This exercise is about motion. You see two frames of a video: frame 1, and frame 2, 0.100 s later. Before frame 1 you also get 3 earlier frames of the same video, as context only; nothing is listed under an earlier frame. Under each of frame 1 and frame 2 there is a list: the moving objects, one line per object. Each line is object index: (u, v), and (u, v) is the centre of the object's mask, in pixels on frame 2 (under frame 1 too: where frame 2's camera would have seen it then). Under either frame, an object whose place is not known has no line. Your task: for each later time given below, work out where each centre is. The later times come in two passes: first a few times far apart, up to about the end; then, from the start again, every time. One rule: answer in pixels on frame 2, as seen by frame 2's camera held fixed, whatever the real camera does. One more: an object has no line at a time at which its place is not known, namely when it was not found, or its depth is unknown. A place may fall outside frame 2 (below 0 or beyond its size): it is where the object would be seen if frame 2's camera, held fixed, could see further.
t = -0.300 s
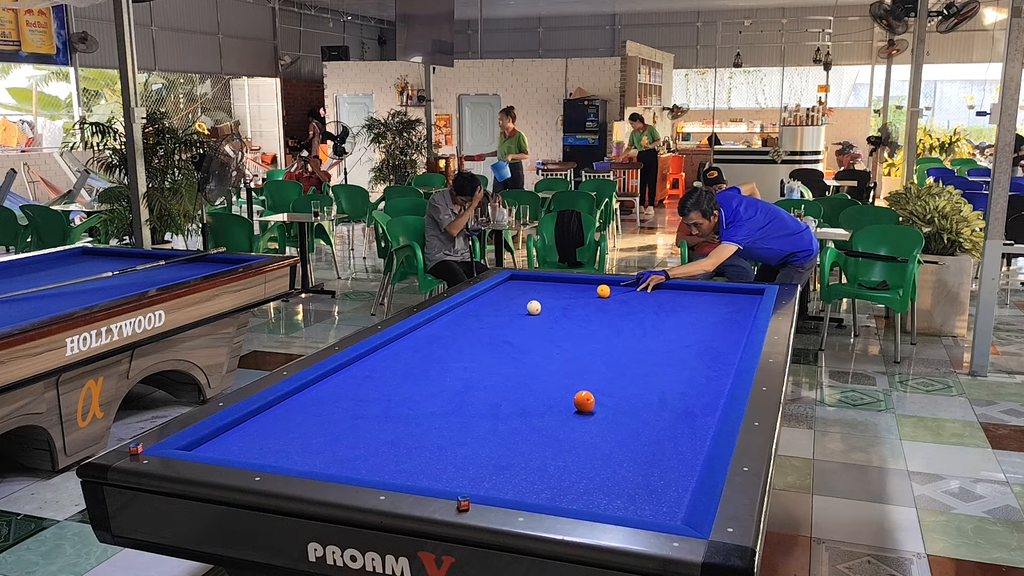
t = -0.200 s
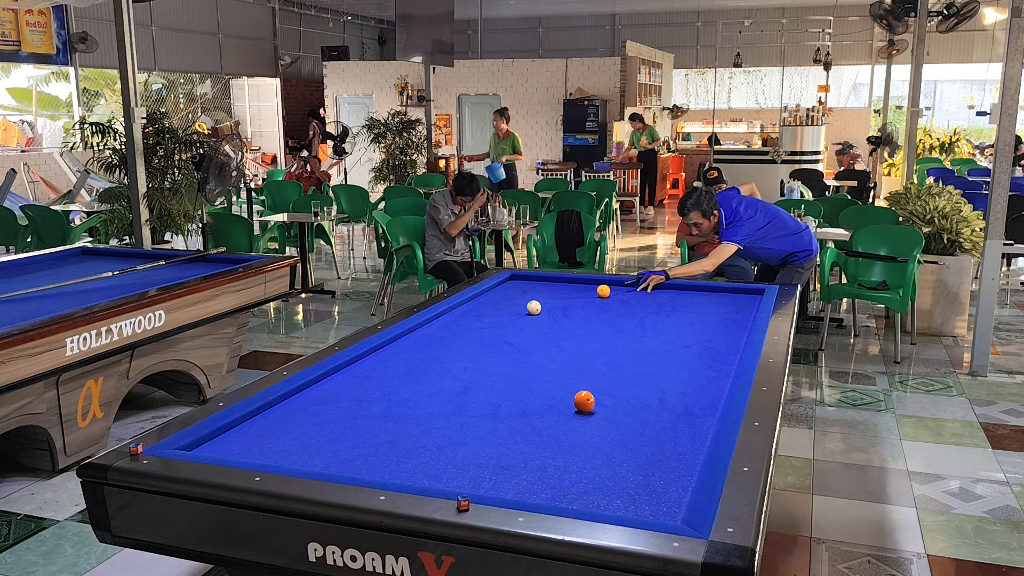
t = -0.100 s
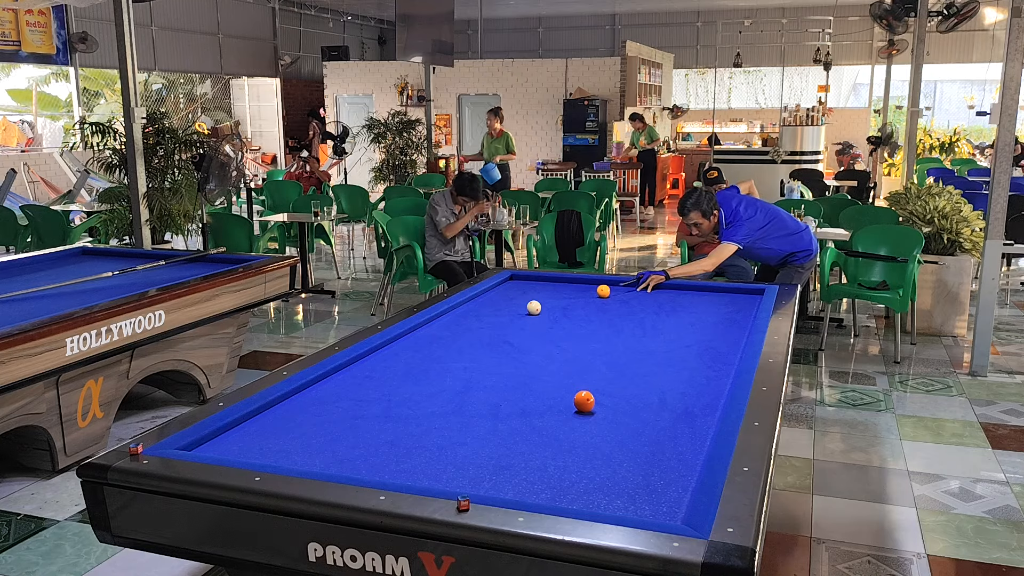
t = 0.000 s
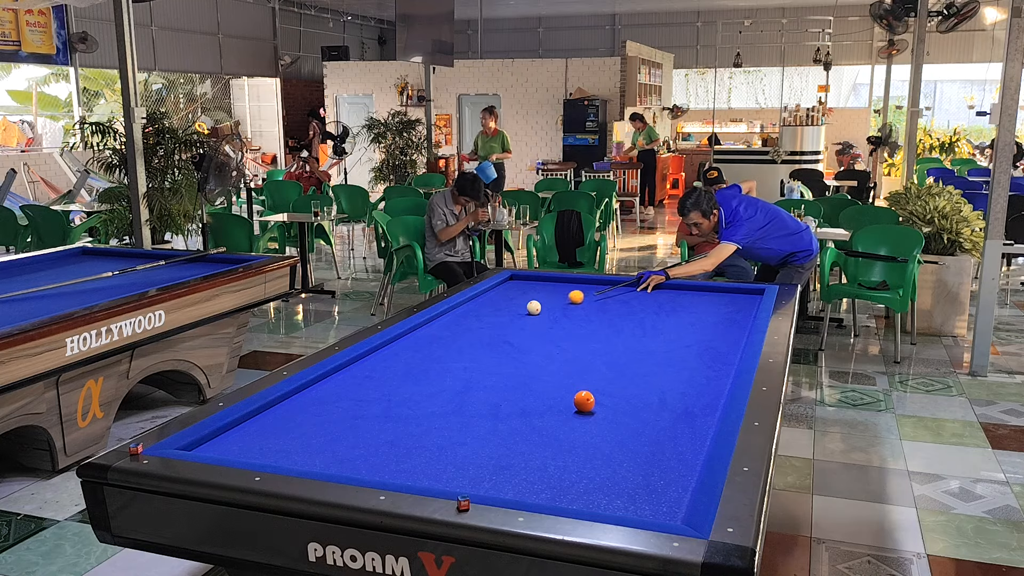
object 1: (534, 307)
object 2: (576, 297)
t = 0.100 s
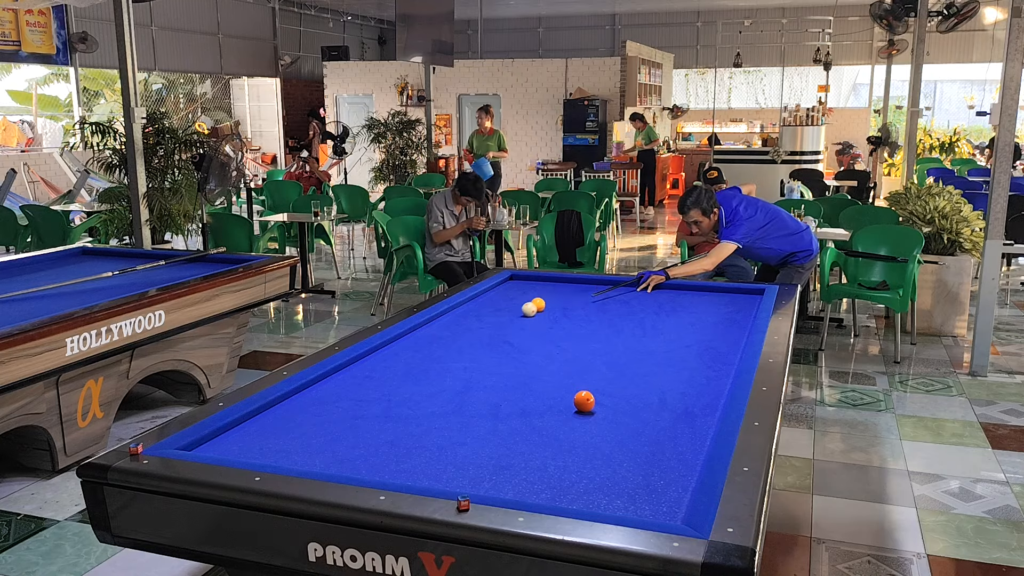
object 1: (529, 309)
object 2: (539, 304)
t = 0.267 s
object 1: (480, 329)
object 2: (511, 304)
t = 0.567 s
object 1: (383, 367)
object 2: (460, 306)
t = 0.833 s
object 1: (281, 407)
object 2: (469, 317)
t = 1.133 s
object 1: (223, 439)
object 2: (473, 330)
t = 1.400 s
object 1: (291, 409)
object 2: (478, 342)
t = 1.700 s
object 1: (345, 385)
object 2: (483, 358)
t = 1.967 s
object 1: (386, 368)
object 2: (489, 373)
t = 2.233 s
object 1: (420, 352)
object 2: (495, 390)
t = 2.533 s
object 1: (454, 337)
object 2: (504, 412)
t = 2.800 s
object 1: (480, 326)
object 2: (512, 434)
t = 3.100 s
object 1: (506, 315)
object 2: (523, 462)
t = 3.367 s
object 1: (526, 305)
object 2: (534, 490)
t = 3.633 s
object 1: (545, 297)
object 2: (579, 495)
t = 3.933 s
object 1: (564, 289)
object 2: (641, 490)
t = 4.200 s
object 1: (579, 283)
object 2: (683, 483)
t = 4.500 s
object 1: (584, 283)
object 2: (664, 463)
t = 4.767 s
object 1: (582, 286)
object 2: (651, 448)
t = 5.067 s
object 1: (580, 290)
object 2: (637, 434)
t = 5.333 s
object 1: (578, 293)
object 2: (627, 422)
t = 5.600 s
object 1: (577, 297)
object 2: (617, 412)
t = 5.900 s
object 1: (574, 301)
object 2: (608, 401)
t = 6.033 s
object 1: (574, 303)
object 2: (604, 396)
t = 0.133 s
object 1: (520, 313)
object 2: (533, 304)
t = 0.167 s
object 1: (510, 317)
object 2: (528, 304)
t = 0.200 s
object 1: (500, 321)
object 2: (522, 304)
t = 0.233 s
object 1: (490, 325)
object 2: (517, 304)
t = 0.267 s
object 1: (480, 329)
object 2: (511, 304)
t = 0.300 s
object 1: (470, 333)
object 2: (505, 304)
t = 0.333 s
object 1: (459, 337)
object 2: (500, 304)
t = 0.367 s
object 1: (449, 341)
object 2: (494, 304)
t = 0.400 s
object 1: (438, 345)
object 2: (488, 304)
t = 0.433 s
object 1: (427, 350)
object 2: (481, 304)
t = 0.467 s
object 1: (417, 354)
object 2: (475, 305)
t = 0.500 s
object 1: (406, 358)
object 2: (469, 305)
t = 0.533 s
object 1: (394, 362)
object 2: (462, 305)
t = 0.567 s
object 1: (383, 367)
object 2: (460, 306)
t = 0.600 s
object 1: (372, 371)
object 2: (462, 308)
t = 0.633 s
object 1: (360, 376)
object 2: (464, 309)
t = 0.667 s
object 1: (348, 380)
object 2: (465, 310)
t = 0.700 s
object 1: (336, 386)
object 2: (466, 312)
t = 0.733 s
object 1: (323, 391)
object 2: (467, 313)
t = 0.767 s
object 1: (310, 396)
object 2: (468, 314)
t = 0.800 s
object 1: (296, 401)
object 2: (468, 316)
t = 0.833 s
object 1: (281, 407)
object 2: (469, 317)
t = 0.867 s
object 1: (267, 413)
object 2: (469, 318)
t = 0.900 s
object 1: (251, 419)
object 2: (470, 320)
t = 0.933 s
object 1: (235, 425)
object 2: (470, 321)
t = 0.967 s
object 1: (226, 432)
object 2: (471, 323)
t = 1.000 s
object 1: (216, 439)
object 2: (471, 324)
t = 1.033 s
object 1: (205, 444)
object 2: (472, 325)
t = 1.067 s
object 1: (200, 447)
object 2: (472, 327)
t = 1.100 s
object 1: (212, 444)
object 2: (473, 328)
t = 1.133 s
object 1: (223, 439)
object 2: (473, 330)
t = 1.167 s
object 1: (233, 434)
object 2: (474, 331)
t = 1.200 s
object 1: (243, 430)
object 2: (474, 333)
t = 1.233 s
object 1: (253, 426)
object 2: (475, 334)
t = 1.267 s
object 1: (261, 422)
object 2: (476, 336)
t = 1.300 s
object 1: (270, 418)
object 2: (476, 337)
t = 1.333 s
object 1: (277, 415)
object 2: (477, 339)
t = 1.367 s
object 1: (284, 412)
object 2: (477, 341)
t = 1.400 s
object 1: (291, 409)
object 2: (478, 342)
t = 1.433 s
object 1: (297, 406)
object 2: (478, 344)
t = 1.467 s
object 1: (304, 403)
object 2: (479, 346)
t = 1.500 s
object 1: (310, 400)
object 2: (480, 347)
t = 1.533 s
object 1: (316, 398)
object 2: (480, 349)
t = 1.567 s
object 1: (322, 395)
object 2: (481, 351)
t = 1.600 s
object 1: (328, 393)
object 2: (481, 353)
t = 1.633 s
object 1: (334, 390)
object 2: (482, 354)
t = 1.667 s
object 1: (339, 388)
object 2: (483, 356)
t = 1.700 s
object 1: (345, 385)
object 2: (483, 358)
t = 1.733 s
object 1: (351, 383)
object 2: (484, 360)
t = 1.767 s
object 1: (356, 381)
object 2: (485, 361)
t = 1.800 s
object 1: (361, 378)
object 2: (485, 363)
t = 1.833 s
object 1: (366, 376)
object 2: (486, 365)
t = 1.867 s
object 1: (371, 374)
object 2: (487, 367)
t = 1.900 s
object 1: (376, 372)
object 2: (487, 369)
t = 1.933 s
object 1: (381, 370)
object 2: (488, 371)
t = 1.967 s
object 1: (386, 368)
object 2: (489, 373)
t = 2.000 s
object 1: (390, 365)
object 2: (490, 375)
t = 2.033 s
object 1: (395, 364)
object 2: (490, 377)
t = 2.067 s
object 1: (399, 362)
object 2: (491, 380)
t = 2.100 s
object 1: (404, 360)
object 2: (492, 382)
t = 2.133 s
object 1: (408, 358)
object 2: (493, 384)
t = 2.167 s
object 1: (412, 356)
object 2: (493, 386)
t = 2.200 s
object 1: (416, 354)
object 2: (494, 388)
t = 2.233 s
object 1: (420, 352)
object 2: (495, 390)
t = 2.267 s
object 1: (424, 350)
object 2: (496, 393)
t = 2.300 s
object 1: (428, 349)
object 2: (497, 395)
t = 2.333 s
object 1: (432, 347)
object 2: (498, 397)
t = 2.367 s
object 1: (436, 346)
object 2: (499, 400)
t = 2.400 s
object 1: (440, 344)
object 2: (500, 402)
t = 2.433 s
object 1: (443, 342)
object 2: (501, 404)
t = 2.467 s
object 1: (447, 340)
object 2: (501, 407)
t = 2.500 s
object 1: (451, 339)
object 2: (503, 409)
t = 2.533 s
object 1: (454, 337)
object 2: (504, 412)
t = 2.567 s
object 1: (457, 336)
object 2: (505, 415)
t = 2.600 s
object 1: (461, 335)
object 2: (506, 417)
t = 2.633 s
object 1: (464, 333)
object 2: (507, 420)
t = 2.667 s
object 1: (467, 332)
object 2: (508, 423)
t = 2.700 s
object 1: (471, 330)
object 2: (509, 425)
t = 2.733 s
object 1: (474, 329)
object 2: (510, 428)
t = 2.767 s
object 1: (477, 327)
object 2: (511, 431)
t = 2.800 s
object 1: (480, 326)
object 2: (512, 434)
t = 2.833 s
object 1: (483, 324)
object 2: (513, 437)
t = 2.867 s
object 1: (486, 323)
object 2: (514, 440)
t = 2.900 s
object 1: (489, 322)
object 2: (516, 443)
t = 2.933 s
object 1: (492, 320)
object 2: (517, 446)
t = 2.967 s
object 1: (495, 319)
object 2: (518, 449)
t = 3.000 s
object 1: (498, 318)
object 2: (519, 452)
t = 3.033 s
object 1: (501, 317)
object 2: (521, 455)
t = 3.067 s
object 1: (503, 315)
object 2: (522, 459)
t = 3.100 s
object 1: (506, 315)
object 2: (523, 462)
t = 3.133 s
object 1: (509, 313)
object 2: (524, 465)
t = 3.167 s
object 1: (511, 312)
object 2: (526, 469)
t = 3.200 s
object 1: (514, 311)
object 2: (527, 472)
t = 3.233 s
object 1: (516, 310)
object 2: (529, 476)
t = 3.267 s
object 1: (519, 309)
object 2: (530, 479)
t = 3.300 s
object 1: (522, 308)
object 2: (531, 483)
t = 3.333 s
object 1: (524, 307)
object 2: (532, 487)
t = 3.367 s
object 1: (526, 305)
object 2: (534, 490)
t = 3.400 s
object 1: (529, 304)
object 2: (536, 492)
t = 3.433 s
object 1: (531, 303)
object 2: (538, 494)
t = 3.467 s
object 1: (534, 302)
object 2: (541, 496)
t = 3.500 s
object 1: (536, 301)
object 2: (549, 496)
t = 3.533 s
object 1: (538, 300)
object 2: (557, 496)
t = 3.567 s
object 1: (540, 300)
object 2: (564, 495)
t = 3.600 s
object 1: (543, 298)
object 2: (572, 495)
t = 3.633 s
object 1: (545, 297)
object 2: (579, 495)
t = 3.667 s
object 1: (547, 297)
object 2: (586, 495)
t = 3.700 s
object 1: (549, 296)
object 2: (593, 494)
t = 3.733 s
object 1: (551, 295)
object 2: (600, 493)
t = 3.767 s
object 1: (553, 294)
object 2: (607, 493)
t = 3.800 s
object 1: (555, 293)
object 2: (613, 492)
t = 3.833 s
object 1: (558, 292)
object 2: (620, 491)
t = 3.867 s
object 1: (560, 291)
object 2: (627, 491)
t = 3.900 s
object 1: (561, 290)
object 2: (634, 490)
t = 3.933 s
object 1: (564, 289)
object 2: (641, 490)
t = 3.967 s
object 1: (565, 289)
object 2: (647, 489)
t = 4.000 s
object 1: (567, 288)
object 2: (654, 488)
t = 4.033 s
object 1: (569, 287)
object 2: (660, 488)
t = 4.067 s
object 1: (571, 286)
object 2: (667, 487)
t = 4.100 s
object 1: (573, 286)
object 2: (673, 486)
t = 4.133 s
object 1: (575, 285)
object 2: (680, 486)
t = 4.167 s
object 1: (577, 284)
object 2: (685, 485)
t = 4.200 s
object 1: (579, 283)
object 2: (683, 483)
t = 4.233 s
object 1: (580, 282)
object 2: (680, 480)
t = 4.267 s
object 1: (582, 282)
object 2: (677, 478)
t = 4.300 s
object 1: (584, 281)
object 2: (675, 476)
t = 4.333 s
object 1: (586, 280)
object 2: (674, 474)
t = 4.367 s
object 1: (585, 280)
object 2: (672, 471)
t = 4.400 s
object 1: (585, 281)
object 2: (670, 469)
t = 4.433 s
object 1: (585, 281)
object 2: (668, 467)
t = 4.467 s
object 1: (584, 282)
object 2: (666, 465)
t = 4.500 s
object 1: (584, 283)
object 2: (664, 463)
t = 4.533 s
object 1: (584, 283)
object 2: (663, 461)
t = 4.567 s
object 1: (584, 283)
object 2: (661, 459)
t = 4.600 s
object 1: (583, 284)
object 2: (659, 458)
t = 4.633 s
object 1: (583, 284)
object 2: (658, 456)
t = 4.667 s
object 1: (583, 285)
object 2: (656, 454)
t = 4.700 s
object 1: (583, 285)
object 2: (654, 452)
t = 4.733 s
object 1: (582, 286)
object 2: (653, 450)
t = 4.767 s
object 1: (582, 286)
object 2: (651, 448)
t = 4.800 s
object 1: (582, 286)
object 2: (650, 447)
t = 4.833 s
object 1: (582, 287)
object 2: (648, 445)
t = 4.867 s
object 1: (582, 287)
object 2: (646, 443)
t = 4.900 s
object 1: (581, 288)
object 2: (645, 442)
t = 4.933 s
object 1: (581, 288)
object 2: (643, 440)
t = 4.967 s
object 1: (581, 289)
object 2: (642, 438)
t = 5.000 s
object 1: (581, 289)
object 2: (640, 437)
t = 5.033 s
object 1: (580, 290)
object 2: (639, 435)
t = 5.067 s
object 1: (580, 290)
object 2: (637, 434)
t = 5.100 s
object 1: (580, 291)
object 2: (636, 432)
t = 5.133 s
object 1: (580, 291)
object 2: (635, 430)
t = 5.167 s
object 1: (580, 291)
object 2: (633, 429)
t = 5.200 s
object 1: (579, 292)
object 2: (632, 427)
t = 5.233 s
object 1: (579, 292)
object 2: (631, 426)
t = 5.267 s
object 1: (579, 293)
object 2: (629, 425)
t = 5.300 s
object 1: (579, 293)
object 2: (628, 423)
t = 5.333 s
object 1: (578, 293)
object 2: (627, 422)
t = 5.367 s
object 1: (578, 294)
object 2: (626, 420)
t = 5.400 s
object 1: (578, 294)
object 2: (624, 419)
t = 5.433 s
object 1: (578, 295)
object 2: (623, 418)
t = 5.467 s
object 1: (577, 296)
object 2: (622, 417)
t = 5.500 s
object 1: (577, 296)
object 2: (621, 415)
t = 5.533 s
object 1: (577, 297)
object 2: (620, 414)
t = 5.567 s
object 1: (577, 297)
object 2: (619, 413)
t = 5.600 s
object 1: (577, 297)
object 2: (617, 412)
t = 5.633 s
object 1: (576, 298)
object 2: (616, 410)
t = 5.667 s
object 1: (576, 298)
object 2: (615, 409)
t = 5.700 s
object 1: (576, 299)
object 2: (614, 408)
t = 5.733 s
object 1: (576, 299)
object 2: (614, 407)
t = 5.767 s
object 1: (576, 300)
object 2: (612, 406)
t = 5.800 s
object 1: (575, 300)
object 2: (611, 405)
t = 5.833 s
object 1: (575, 300)
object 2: (610, 403)
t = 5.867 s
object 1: (575, 301)
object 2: (609, 402)
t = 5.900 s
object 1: (574, 301)
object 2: (608, 401)
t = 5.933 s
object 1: (574, 302)
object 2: (607, 400)
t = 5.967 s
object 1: (574, 302)
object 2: (606, 399)
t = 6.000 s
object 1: (574, 302)
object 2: (605, 397)
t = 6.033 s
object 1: (574, 303)
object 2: (604, 396)
